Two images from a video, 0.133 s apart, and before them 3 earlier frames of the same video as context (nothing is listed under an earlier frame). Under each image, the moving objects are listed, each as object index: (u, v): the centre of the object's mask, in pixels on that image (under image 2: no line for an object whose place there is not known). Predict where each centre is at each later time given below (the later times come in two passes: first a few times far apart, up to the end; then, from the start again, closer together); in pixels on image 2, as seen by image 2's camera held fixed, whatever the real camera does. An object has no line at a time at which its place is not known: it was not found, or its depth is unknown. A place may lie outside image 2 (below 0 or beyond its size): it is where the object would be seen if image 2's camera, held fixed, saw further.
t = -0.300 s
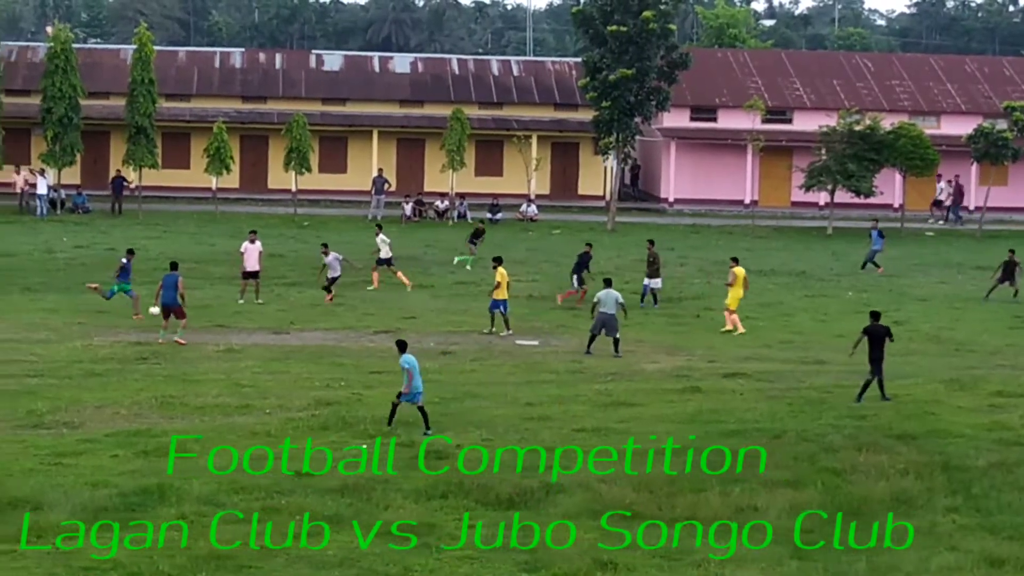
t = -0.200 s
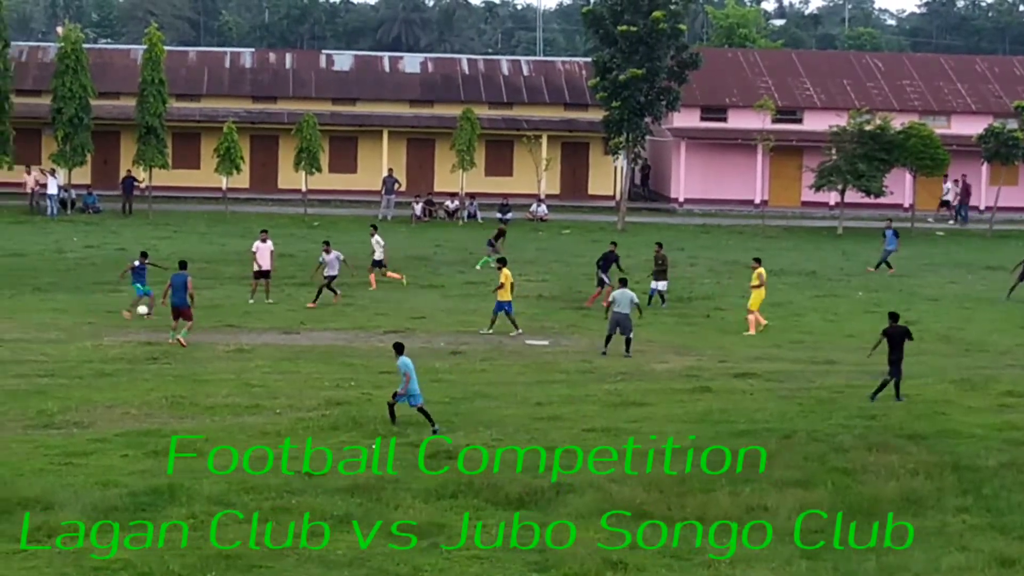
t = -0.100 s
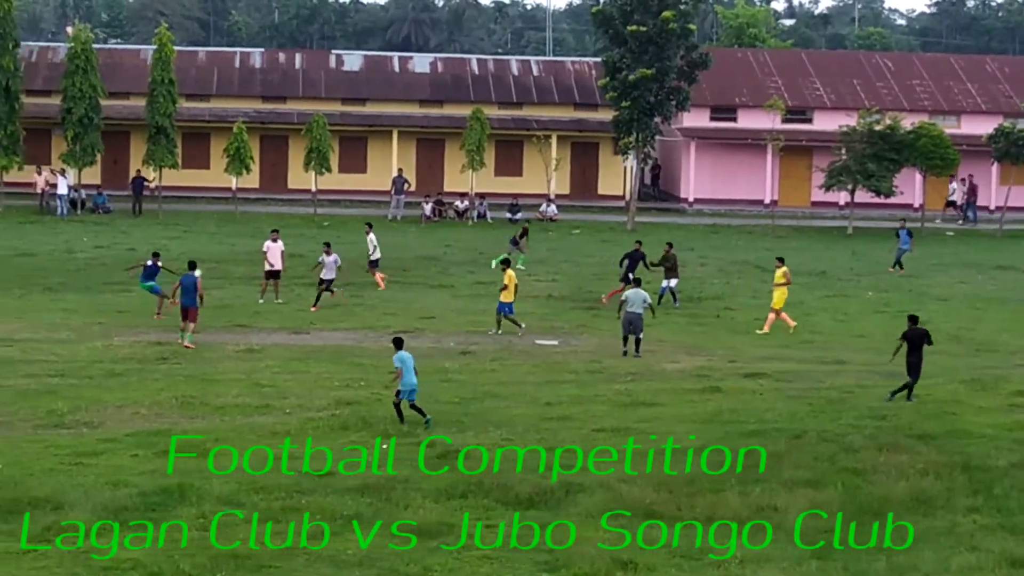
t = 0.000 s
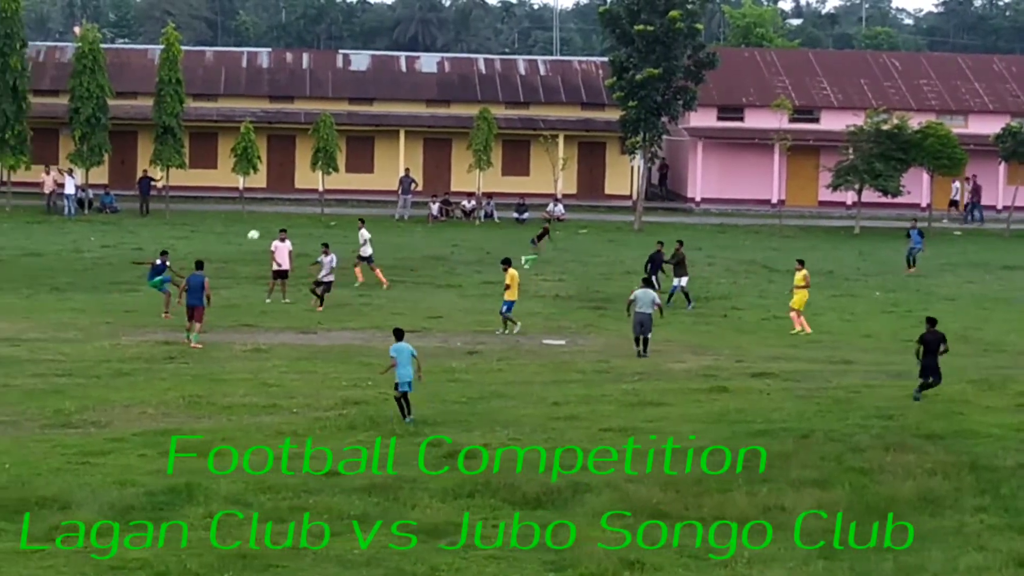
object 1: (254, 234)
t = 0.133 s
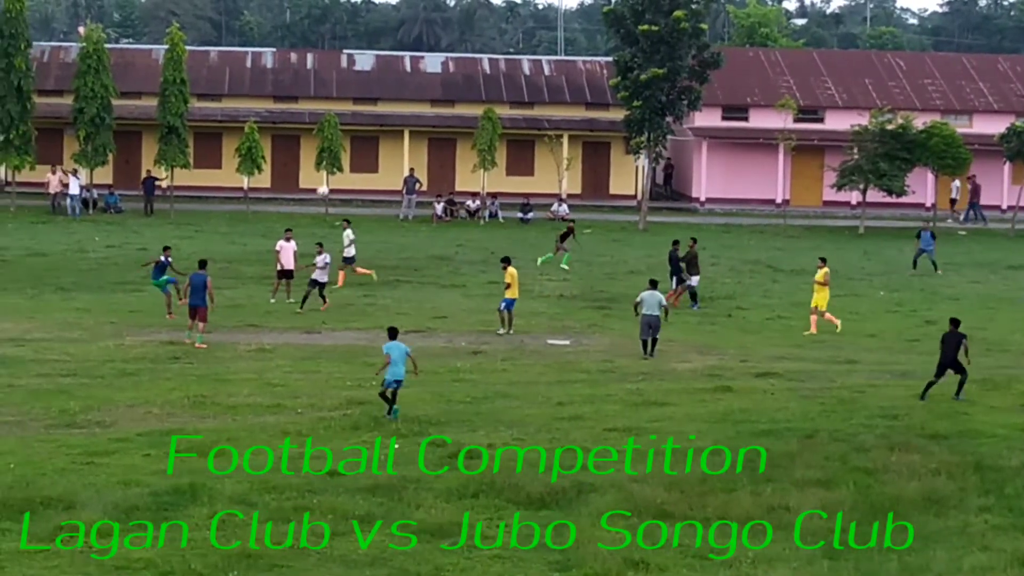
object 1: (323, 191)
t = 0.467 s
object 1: (478, 111)
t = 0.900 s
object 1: (668, 90)
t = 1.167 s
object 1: (784, 125)
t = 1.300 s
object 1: (843, 154)
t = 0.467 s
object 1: (478, 111)
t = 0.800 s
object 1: (625, 87)
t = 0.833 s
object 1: (640, 88)
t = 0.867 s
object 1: (654, 89)
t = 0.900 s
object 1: (668, 90)
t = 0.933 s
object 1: (683, 93)
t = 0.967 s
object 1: (698, 95)
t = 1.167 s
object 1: (784, 125)
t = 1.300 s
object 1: (843, 154)
